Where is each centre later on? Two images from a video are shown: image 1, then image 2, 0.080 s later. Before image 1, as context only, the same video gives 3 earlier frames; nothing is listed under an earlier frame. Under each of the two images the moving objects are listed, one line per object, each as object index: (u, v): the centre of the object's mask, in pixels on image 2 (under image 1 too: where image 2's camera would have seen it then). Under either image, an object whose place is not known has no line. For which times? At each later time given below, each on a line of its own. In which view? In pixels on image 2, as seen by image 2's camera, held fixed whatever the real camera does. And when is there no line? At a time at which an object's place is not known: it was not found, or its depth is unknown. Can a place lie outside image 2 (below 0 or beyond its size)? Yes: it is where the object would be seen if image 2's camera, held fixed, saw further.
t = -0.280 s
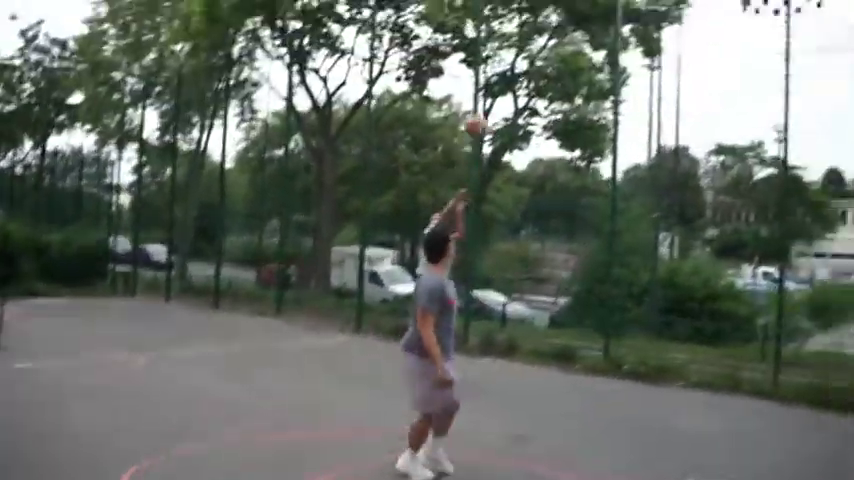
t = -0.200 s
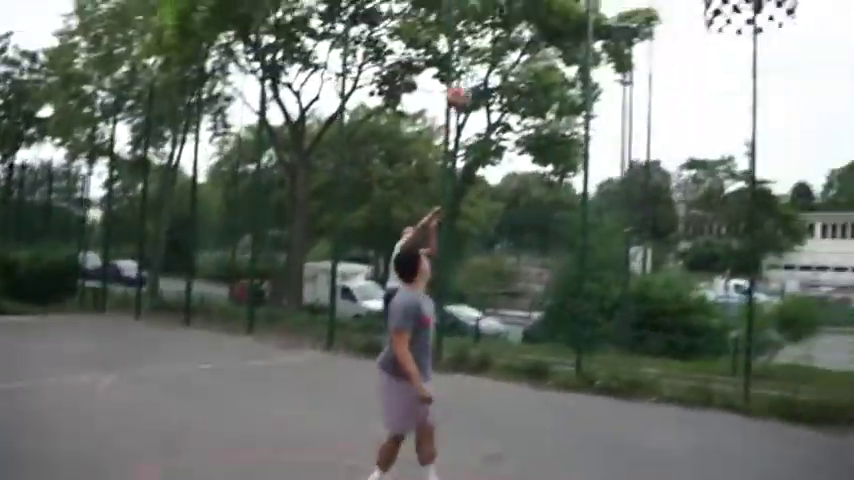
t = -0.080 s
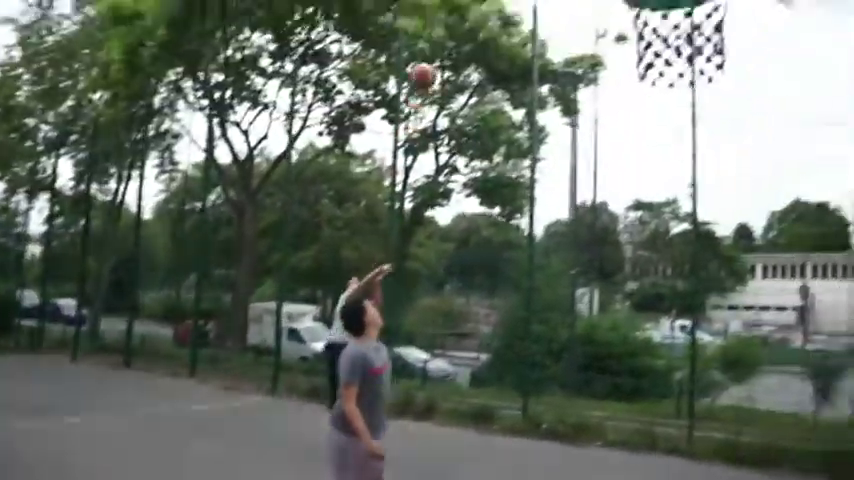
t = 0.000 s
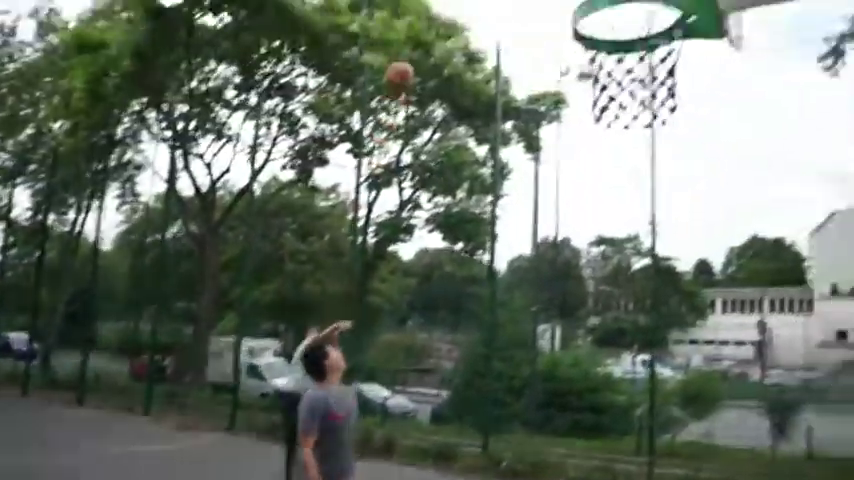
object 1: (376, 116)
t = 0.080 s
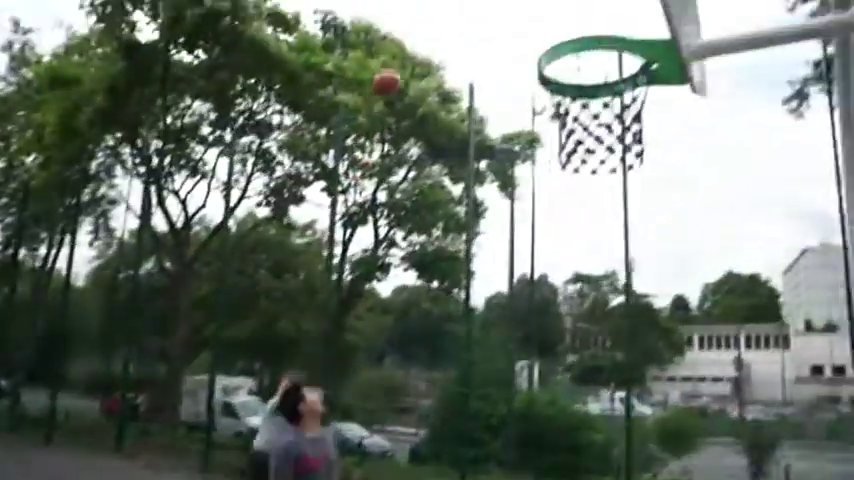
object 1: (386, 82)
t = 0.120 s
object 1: (395, 71)
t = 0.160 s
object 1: (401, 57)
